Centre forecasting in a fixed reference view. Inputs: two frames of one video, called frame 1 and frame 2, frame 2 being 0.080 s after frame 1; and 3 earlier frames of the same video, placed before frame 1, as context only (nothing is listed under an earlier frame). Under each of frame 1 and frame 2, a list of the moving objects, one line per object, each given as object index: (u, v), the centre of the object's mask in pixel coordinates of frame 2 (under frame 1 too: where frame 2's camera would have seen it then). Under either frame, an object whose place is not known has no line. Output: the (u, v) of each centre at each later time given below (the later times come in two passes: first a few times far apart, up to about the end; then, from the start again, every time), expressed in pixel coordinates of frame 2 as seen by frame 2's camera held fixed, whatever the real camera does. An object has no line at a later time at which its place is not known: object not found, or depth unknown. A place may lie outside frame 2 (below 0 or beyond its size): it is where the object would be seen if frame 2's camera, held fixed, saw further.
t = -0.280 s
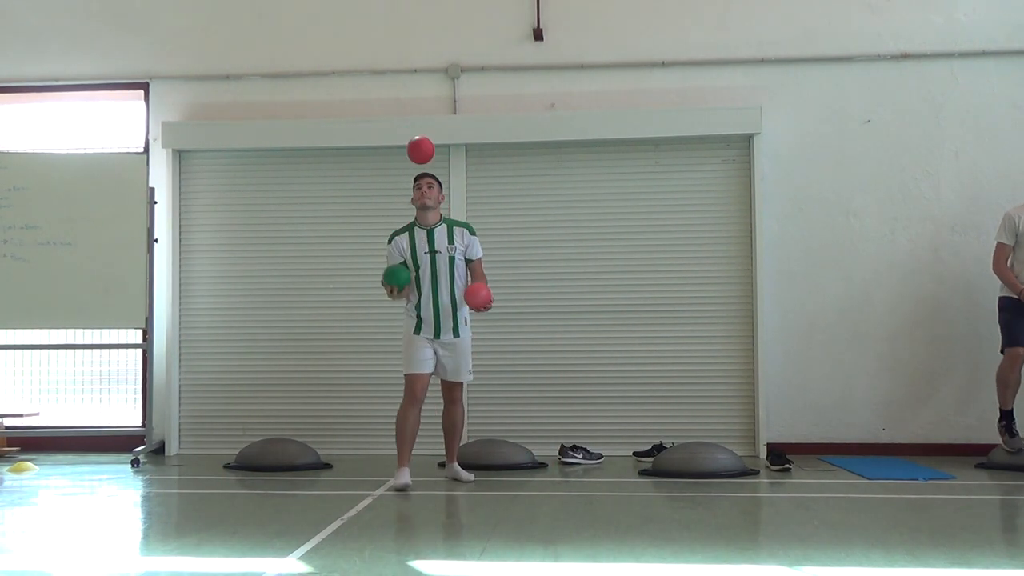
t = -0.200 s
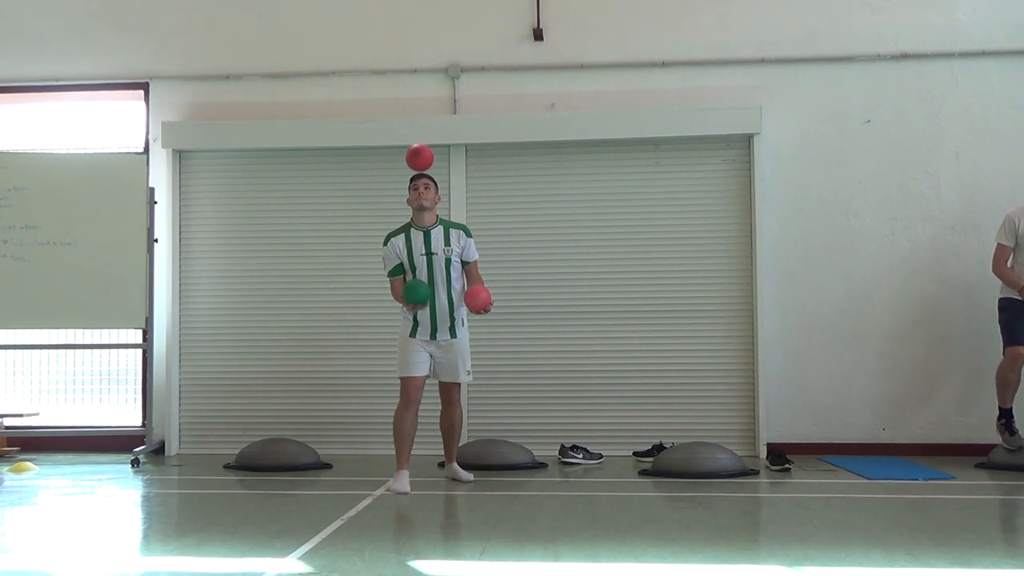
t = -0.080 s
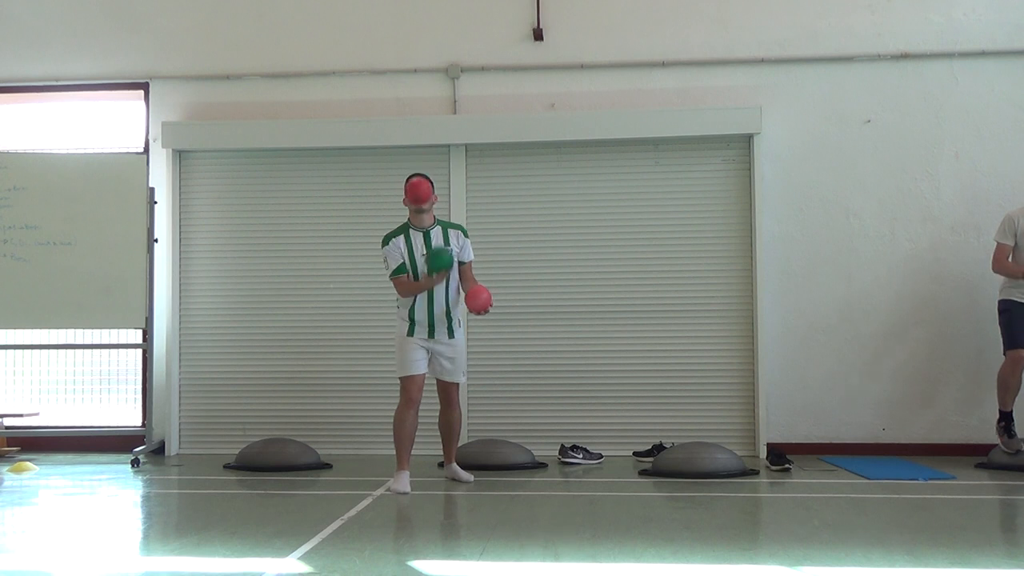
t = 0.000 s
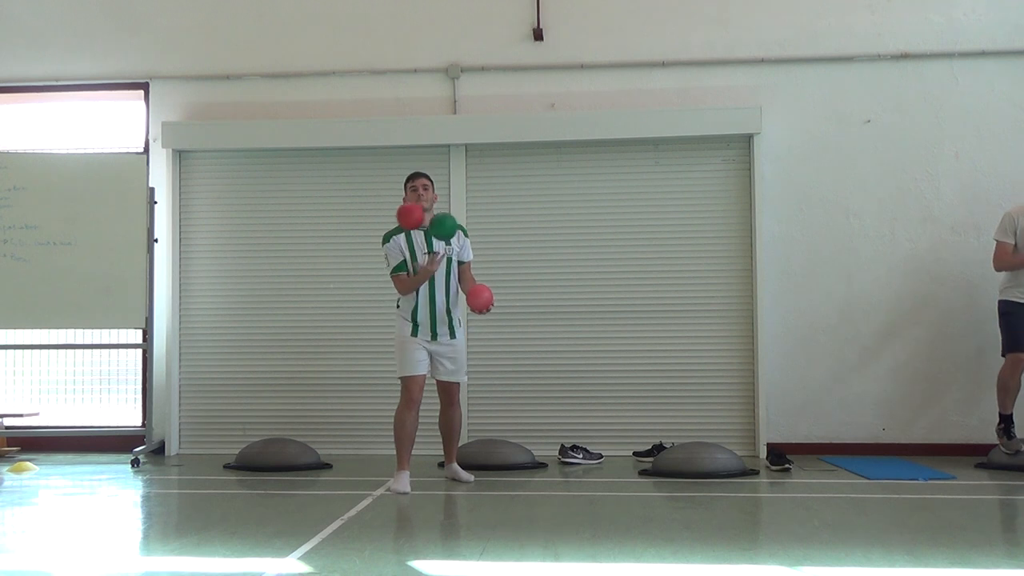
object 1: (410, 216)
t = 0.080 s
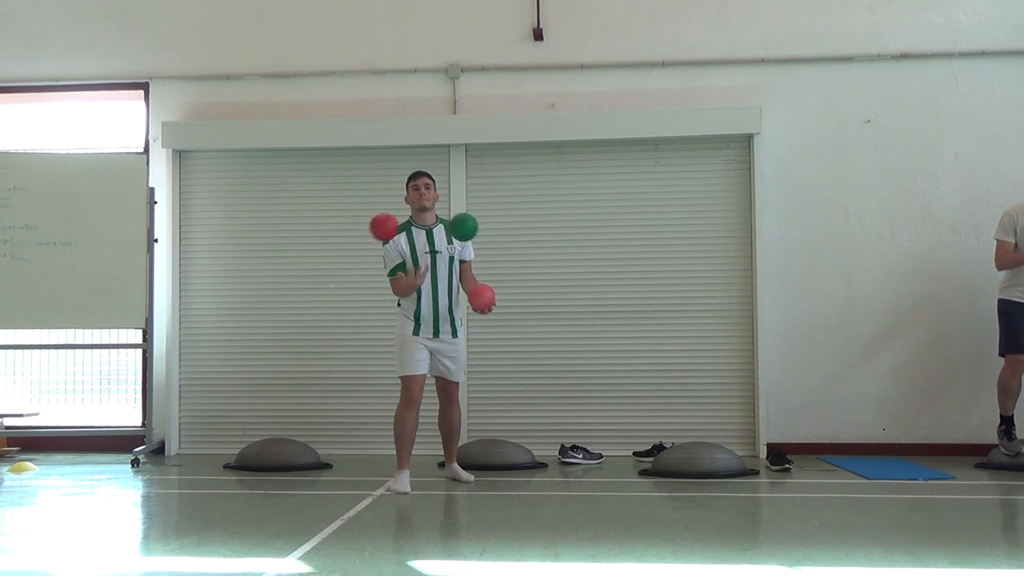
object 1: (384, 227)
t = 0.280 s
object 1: (316, 309)
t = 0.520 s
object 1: (235, 484)
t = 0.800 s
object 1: (171, 418)
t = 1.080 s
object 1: (103, 495)
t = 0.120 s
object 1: (370, 237)
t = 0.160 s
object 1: (357, 250)
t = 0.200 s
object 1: (343, 266)
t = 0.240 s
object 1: (329, 286)
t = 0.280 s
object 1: (316, 309)
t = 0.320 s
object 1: (302, 335)
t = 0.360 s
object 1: (289, 366)
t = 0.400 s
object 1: (275, 398)
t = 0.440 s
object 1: (261, 434)
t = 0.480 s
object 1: (247, 474)
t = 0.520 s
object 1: (235, 484)
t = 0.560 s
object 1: (226, 466)
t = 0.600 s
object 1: (217, 450)
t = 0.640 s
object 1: (207, 437)
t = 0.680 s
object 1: (198, 428)
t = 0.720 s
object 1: (189, 422)
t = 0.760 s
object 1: (180, 418)
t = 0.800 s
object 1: (171, 418)
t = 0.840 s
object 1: (161, 420)
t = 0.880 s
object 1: (152, 426)
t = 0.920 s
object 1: (142, 435)
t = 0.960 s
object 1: (131, 447)
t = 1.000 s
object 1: (122, 462)
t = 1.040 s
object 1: (112, 482)
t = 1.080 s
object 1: (103, 495)
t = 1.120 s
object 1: (96, 484)
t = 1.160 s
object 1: (88, 476)
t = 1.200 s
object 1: (81, 471)
